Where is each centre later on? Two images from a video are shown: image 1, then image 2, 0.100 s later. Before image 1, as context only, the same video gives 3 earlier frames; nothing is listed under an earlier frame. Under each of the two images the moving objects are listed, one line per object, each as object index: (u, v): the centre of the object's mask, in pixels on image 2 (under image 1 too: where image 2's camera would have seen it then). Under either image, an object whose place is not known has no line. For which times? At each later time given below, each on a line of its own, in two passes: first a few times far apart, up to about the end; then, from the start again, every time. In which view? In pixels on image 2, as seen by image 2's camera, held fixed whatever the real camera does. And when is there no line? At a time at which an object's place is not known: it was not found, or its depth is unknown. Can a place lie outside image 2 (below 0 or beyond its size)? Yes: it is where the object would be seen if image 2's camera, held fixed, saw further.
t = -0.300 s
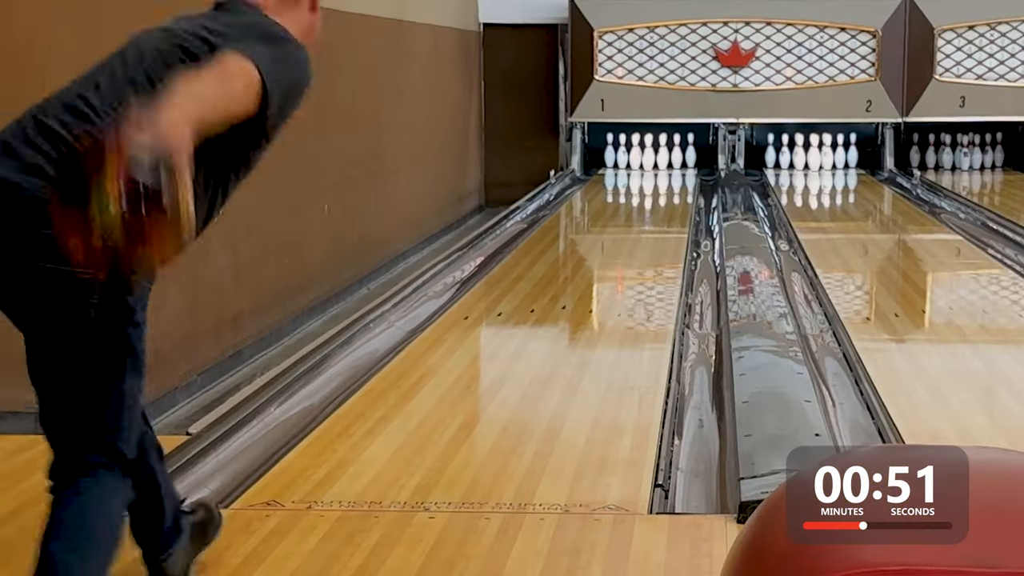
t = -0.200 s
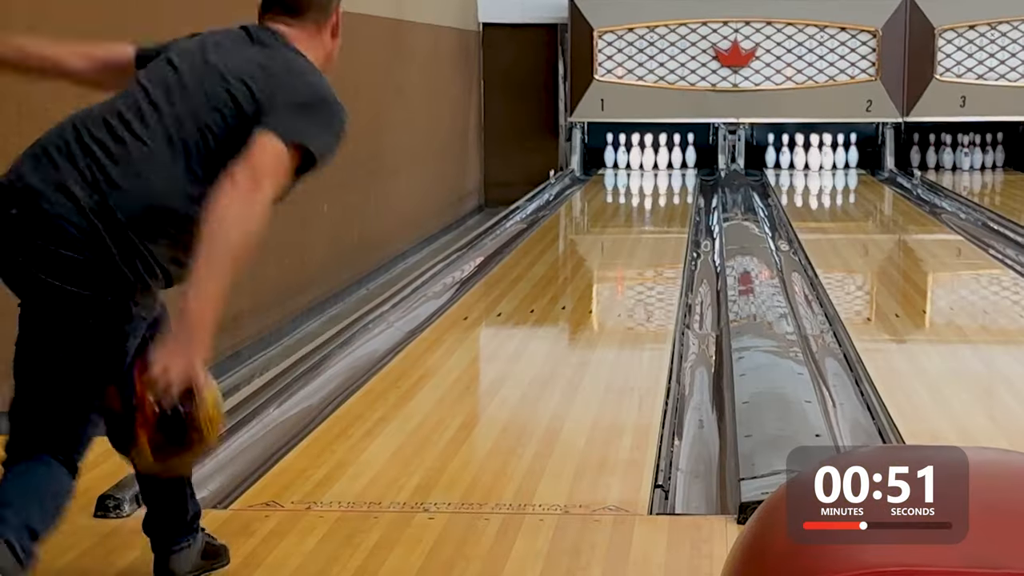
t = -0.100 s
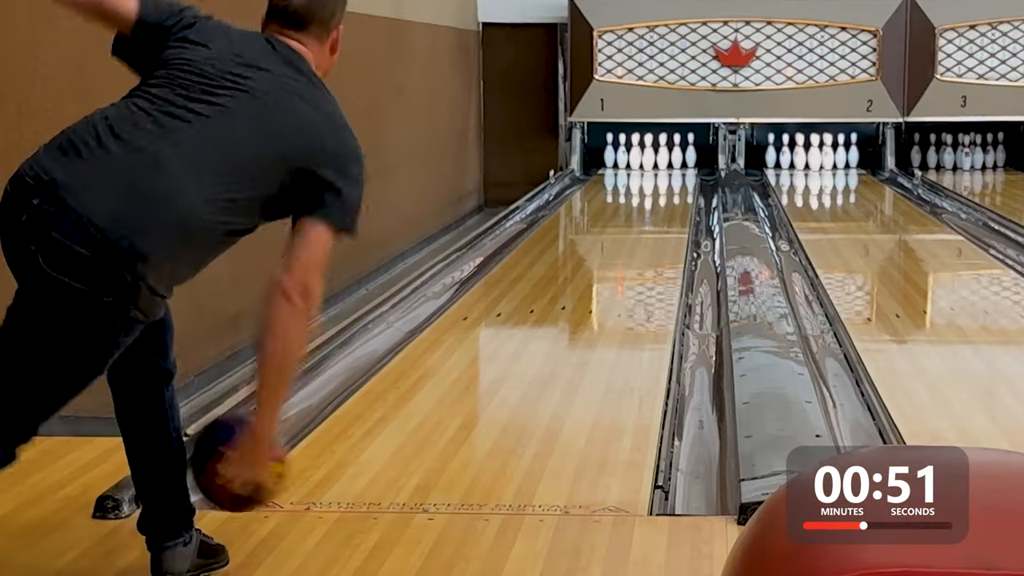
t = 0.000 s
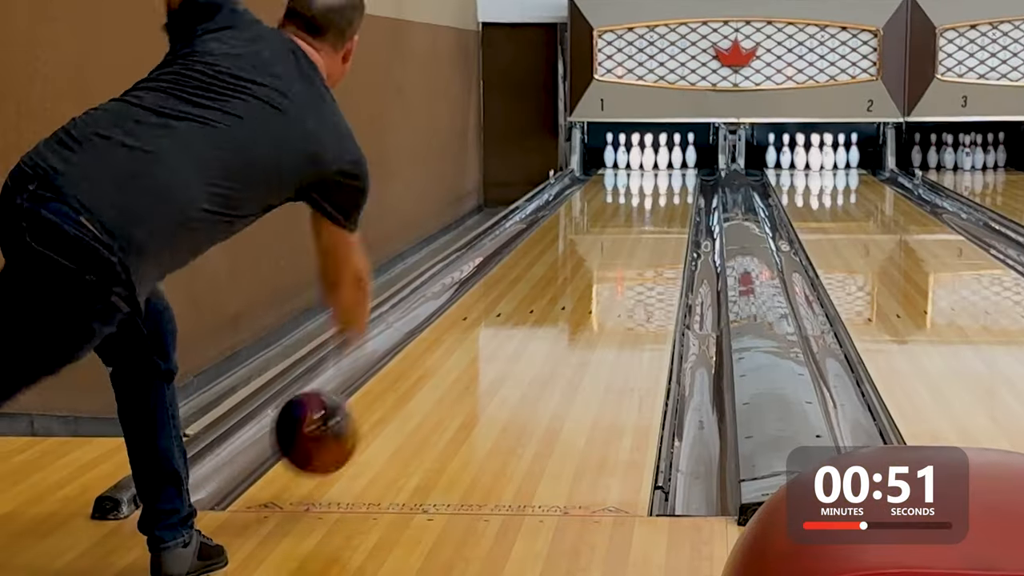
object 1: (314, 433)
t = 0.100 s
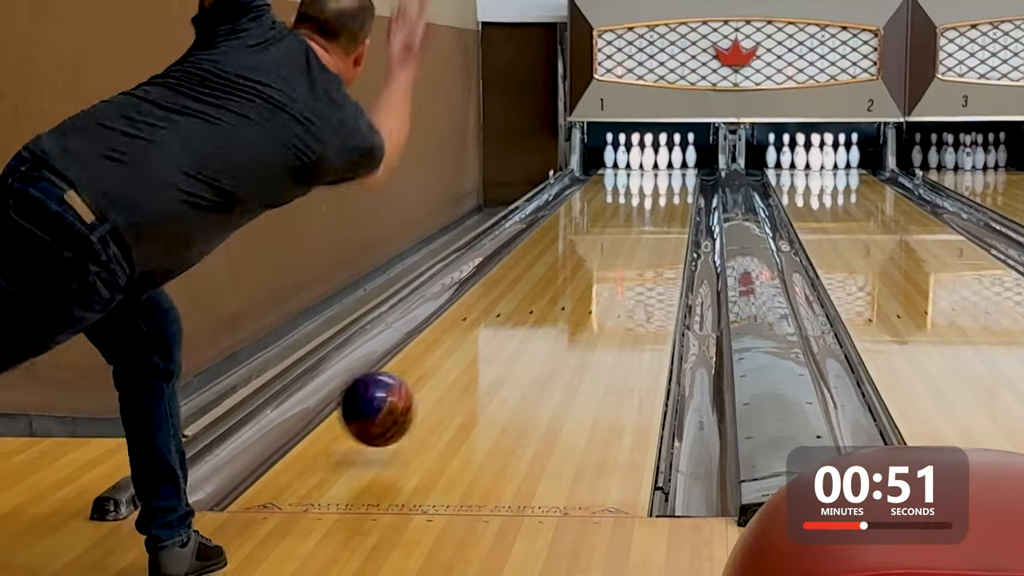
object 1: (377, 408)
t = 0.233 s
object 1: (440, 378)
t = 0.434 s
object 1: (507, 328)
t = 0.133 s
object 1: (395, 409)
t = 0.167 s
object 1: (411, 398)
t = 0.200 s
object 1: (426, 386)
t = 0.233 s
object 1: (440, 378)
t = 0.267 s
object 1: (453, 369)
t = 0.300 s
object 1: (466, 360)
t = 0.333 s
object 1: (477, 351)
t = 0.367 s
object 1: (488, 343)
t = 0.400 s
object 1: (498, 335)
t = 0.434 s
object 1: (507, 328)
